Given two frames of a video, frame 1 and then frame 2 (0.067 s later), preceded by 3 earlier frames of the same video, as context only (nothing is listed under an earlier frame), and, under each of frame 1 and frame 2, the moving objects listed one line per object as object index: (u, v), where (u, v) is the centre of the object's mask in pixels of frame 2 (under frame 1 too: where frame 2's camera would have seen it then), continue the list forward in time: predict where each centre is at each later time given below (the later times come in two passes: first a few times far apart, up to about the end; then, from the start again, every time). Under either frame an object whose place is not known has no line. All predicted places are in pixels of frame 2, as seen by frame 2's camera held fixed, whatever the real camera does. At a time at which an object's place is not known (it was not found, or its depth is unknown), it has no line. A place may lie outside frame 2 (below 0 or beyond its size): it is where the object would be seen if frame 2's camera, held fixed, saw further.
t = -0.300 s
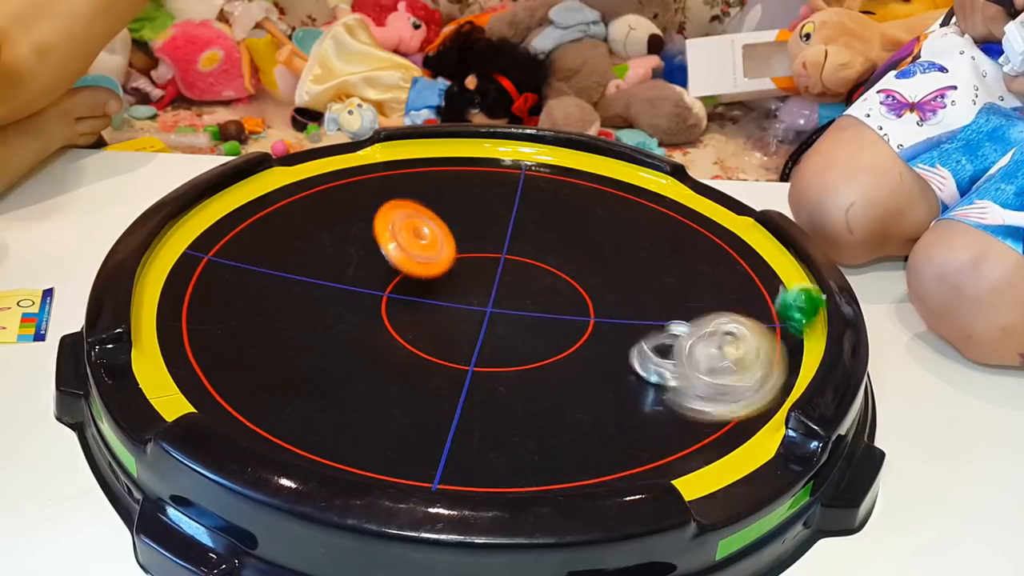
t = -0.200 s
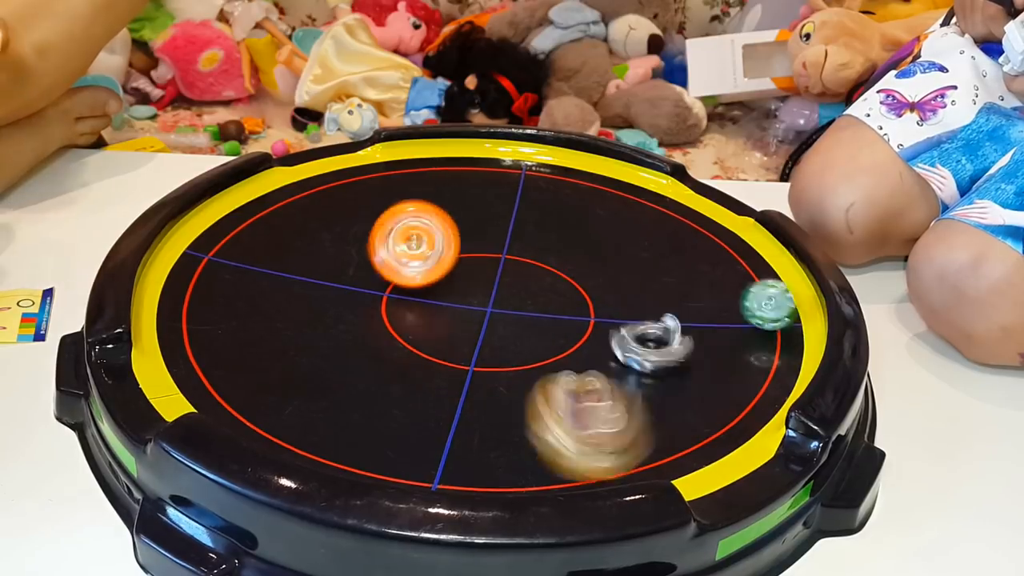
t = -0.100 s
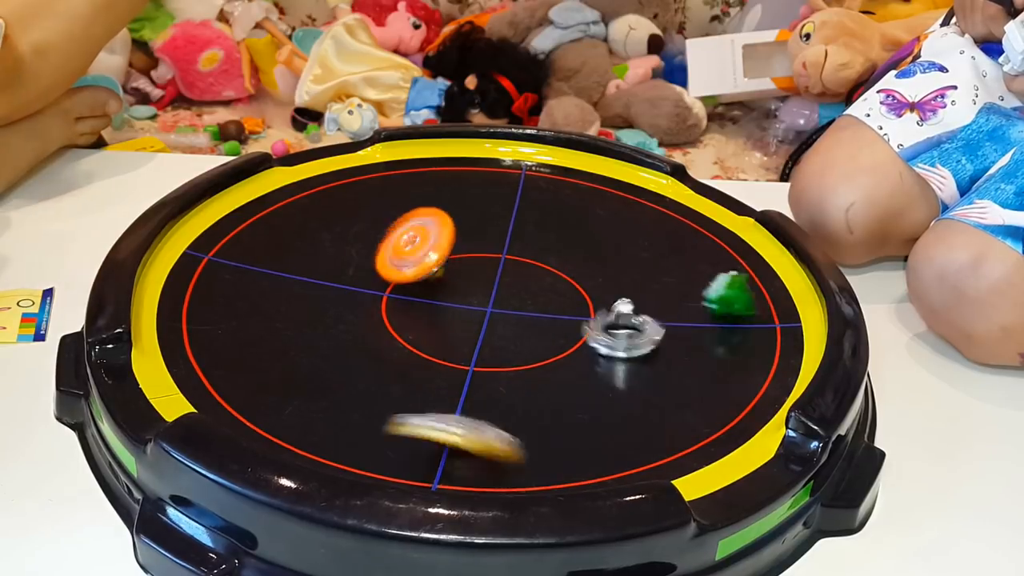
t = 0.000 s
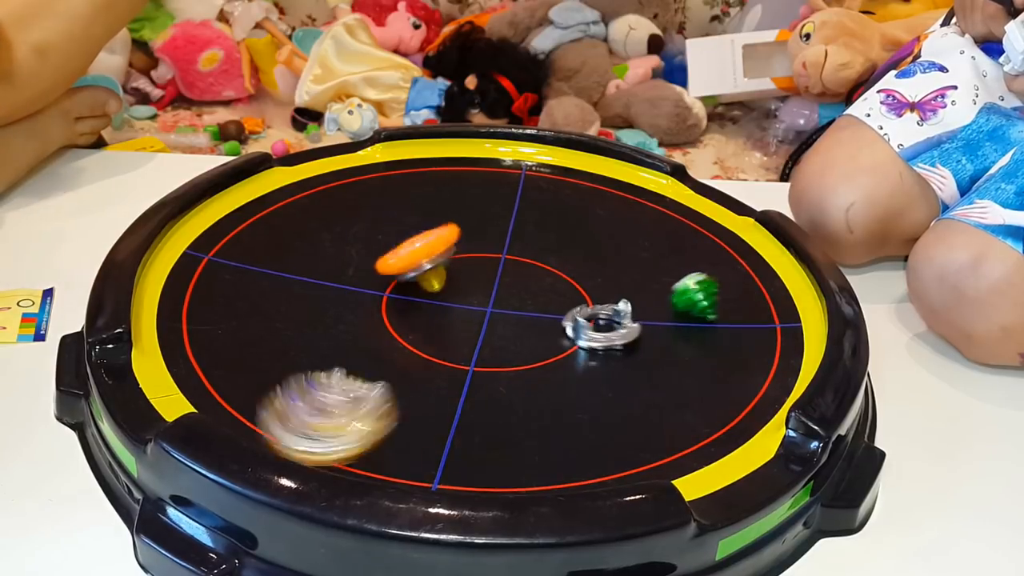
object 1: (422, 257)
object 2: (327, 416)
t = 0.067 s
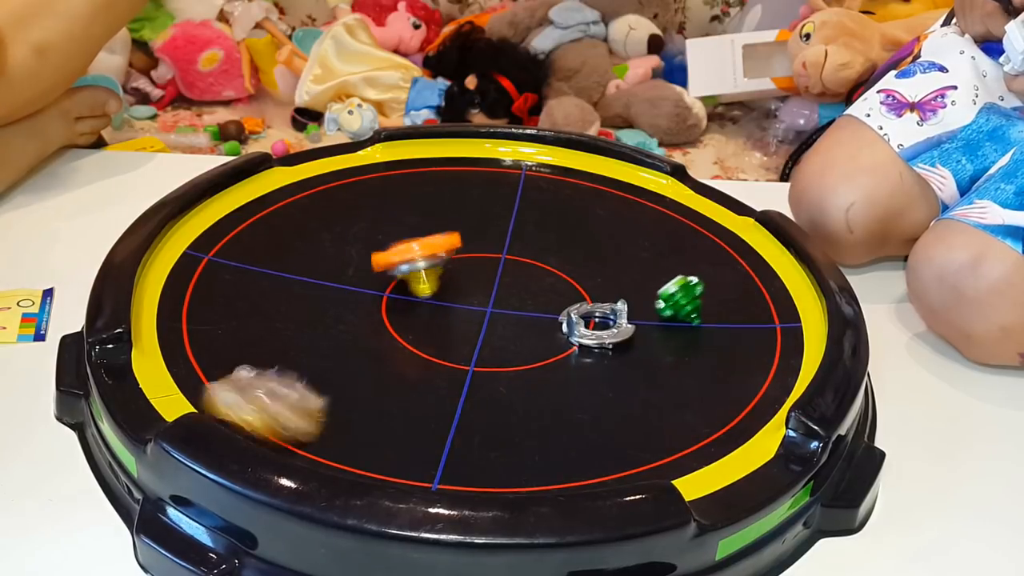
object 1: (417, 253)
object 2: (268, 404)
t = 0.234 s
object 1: (422, 261)
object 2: (205, 356)
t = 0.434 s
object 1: (419, 262)
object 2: (209, 350)
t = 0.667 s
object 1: (426, 266)
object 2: (209, 350)
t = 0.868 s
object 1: (429, 273)
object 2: (209, 350)
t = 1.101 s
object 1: (432, 274)
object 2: (209, 350)
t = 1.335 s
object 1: (438, 282)
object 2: (209, 350)
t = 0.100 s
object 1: (417, 260)
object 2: (245, 387)
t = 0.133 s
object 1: (417, 261)
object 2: (227, 378)
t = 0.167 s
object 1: (416, 261)
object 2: (216, 372)
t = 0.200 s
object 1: (419, 261)
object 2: (208, 360)
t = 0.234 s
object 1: (422, 261)
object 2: (205, 356)
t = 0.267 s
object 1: (424, 261)
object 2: (205, 353)
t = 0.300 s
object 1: (422, 263)
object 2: (207, 351)
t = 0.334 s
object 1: (421, 263)
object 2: (209, 350)
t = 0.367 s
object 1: (420, 264)
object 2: (209, 350)
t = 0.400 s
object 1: (418, 264)
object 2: (209, 350)
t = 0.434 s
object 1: (419, 262)
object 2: (209, 350)
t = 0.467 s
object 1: (420, 265)
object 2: (209, 350)
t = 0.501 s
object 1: (423, 268)
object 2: (209, 350)
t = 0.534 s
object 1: (425, 270)
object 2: (209, 350)
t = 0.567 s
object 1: (425, 273)
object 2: (209, 350)
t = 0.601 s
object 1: (424, 273)
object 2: (209, 350)
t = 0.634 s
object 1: (423, 266)
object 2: (209, 350)
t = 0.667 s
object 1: (426, 266)
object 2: (209, 350)
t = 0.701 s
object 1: (426, 274)
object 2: (209, 350)
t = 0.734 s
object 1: (430, 273)
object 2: (209, 350)
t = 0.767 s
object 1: (432, 271)
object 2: (209, 350)
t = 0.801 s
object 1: (433, 272)
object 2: (209, 350)
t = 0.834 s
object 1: (431, 273)
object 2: (209, 350)
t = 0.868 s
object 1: (429, 273)
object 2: (209, 350)
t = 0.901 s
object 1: (427, 274)
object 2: (209, 350)
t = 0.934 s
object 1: (426, 274)
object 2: (209, 350)
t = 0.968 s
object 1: (428, 273)
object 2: (209, 350)
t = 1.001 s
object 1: (430, 276)
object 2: (209, 350)
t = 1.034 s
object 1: (432, 279)
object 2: (209, 350)
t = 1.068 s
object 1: (433, 281)
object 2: (209, 350)
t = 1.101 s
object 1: (432, 274)
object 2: (209, 350)
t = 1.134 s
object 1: (432, 272)
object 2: (209, 350)
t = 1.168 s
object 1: (435, 274)
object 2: (209, 350)
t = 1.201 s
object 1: (435, 282)
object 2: (209, 350)
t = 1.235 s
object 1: (437, 280)
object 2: (209, 350)
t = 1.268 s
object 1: (442, 281)
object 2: (209, 350)
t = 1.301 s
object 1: (440, 281)
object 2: (209, 350)
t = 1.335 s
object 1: (438, 282)
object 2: (209, 350)
